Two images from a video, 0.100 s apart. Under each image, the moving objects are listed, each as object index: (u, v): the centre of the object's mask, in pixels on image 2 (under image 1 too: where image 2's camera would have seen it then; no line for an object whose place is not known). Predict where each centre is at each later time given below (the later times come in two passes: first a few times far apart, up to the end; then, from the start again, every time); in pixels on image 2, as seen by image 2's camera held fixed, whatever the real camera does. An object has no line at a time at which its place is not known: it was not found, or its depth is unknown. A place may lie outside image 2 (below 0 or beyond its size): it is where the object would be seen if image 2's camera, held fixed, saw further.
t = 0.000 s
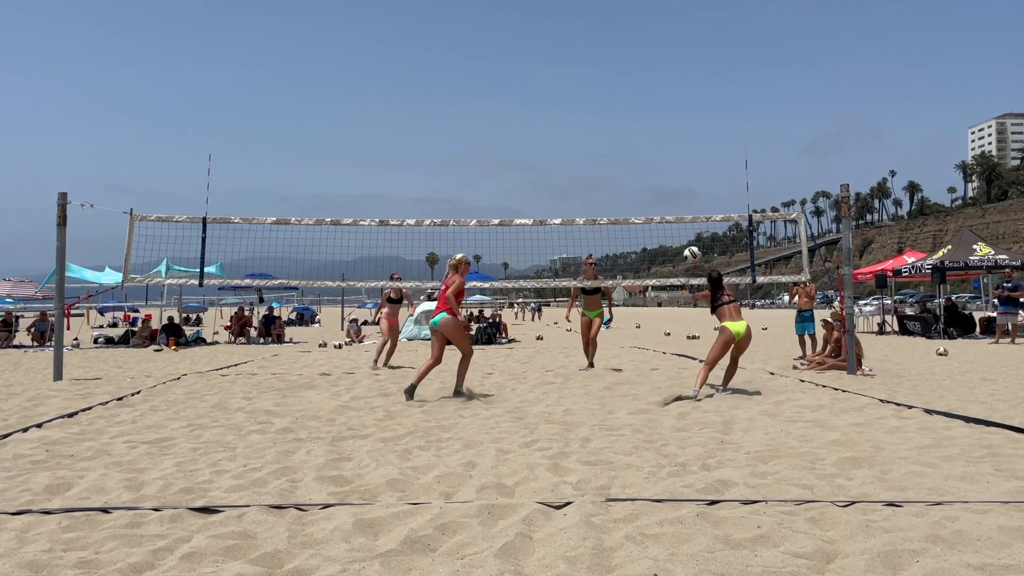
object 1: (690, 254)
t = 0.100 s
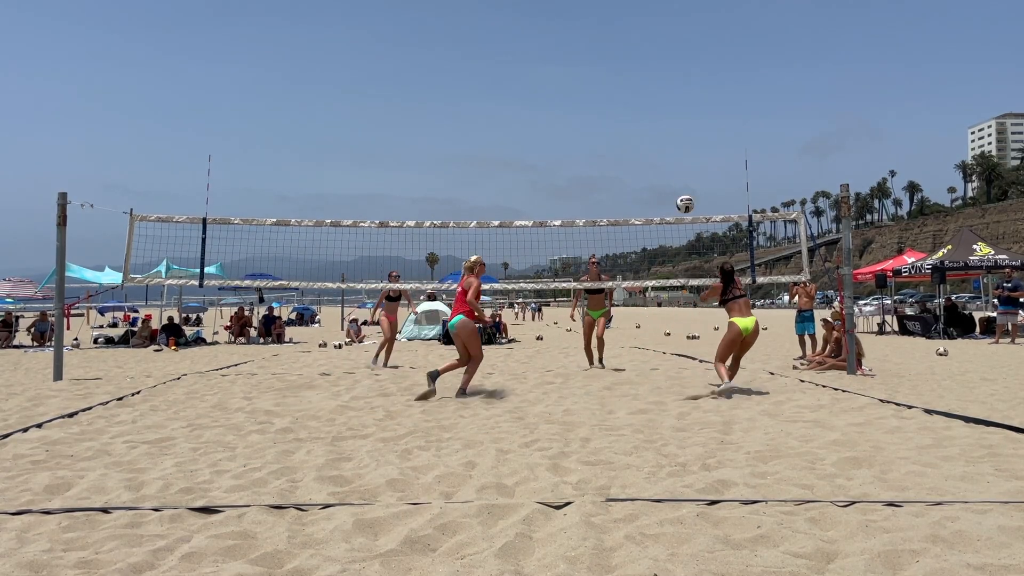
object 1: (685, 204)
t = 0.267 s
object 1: (674, 138)
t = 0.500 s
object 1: (660, 87)
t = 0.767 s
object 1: (649, 80)
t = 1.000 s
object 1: (640, 121)
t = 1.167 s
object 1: (635, 175)
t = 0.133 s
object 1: (683, 189)
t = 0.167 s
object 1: (680, 175)
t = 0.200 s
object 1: (678, 160)
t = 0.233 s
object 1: (676, 149)
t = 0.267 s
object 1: (674, 138)
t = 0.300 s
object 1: (670, 127)
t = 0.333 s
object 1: (670, 118)
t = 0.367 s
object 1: (668, 110)
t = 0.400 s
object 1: (664, 102)
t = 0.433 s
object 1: (663, 96)
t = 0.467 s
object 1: (661, 91)
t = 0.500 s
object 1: (660, 87)
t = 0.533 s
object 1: (659, 82)
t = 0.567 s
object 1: (658, 79)
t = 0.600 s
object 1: (656, 77)
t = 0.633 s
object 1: (653, 75)
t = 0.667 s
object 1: (652, 75)
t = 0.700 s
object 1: (652, 77)
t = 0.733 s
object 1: (650, 78)
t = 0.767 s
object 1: (649, 80)
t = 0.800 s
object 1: (647, 84)
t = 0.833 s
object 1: (642, 87)
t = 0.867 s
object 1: (641, 93)
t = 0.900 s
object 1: (641, 99)
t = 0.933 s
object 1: (640, 105)
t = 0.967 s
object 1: (640, 113)
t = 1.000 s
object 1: (640, 121)
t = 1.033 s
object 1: (638, 130)
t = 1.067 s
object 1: (638, 140)
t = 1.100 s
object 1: (636, 150)
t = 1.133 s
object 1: (636, 162)
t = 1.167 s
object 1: (635, 175)
